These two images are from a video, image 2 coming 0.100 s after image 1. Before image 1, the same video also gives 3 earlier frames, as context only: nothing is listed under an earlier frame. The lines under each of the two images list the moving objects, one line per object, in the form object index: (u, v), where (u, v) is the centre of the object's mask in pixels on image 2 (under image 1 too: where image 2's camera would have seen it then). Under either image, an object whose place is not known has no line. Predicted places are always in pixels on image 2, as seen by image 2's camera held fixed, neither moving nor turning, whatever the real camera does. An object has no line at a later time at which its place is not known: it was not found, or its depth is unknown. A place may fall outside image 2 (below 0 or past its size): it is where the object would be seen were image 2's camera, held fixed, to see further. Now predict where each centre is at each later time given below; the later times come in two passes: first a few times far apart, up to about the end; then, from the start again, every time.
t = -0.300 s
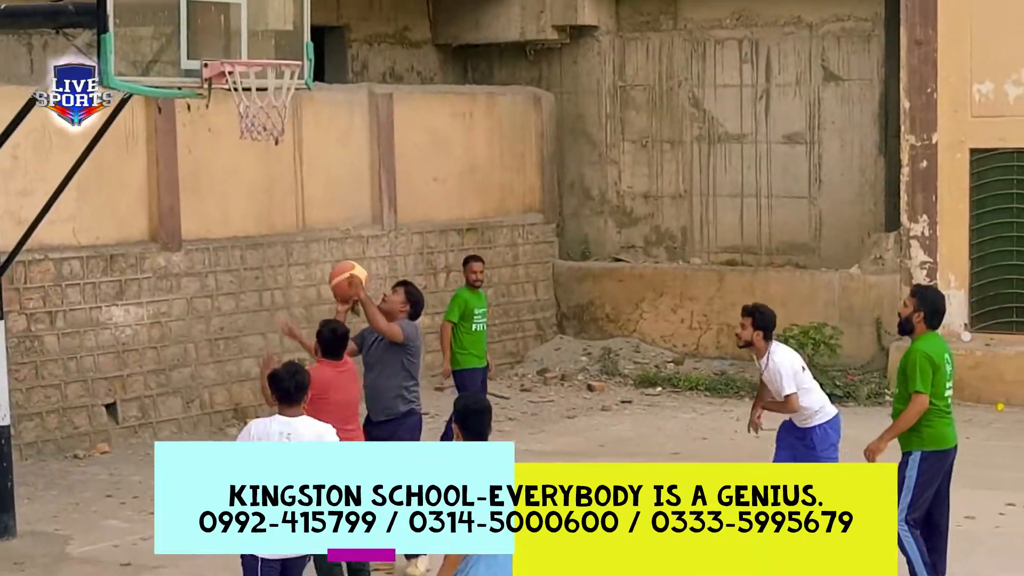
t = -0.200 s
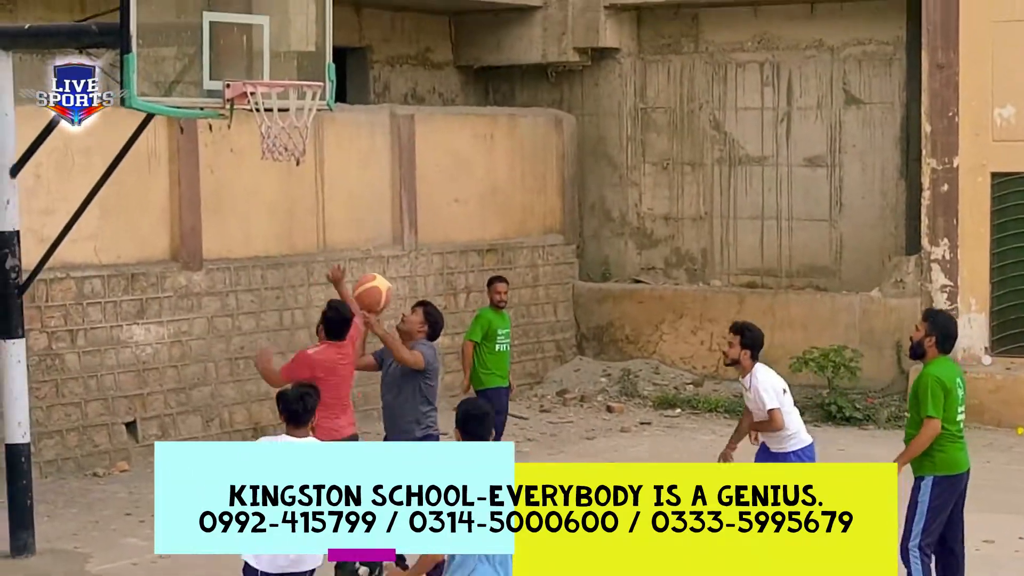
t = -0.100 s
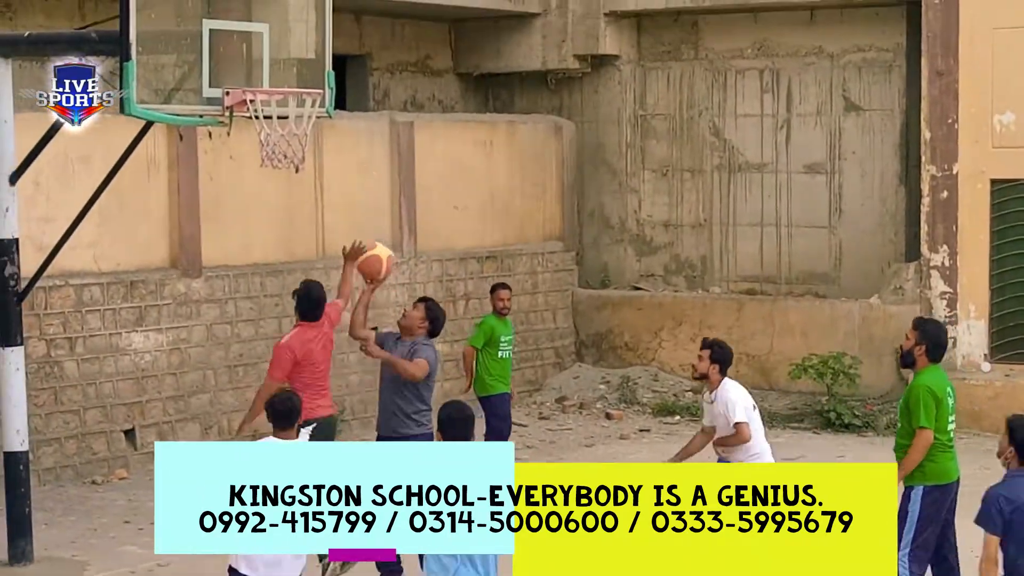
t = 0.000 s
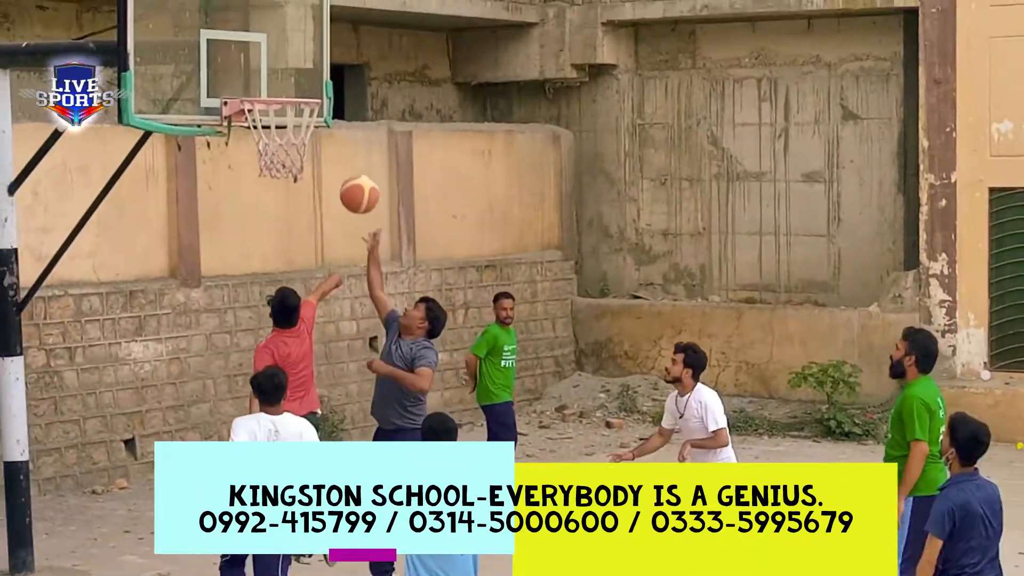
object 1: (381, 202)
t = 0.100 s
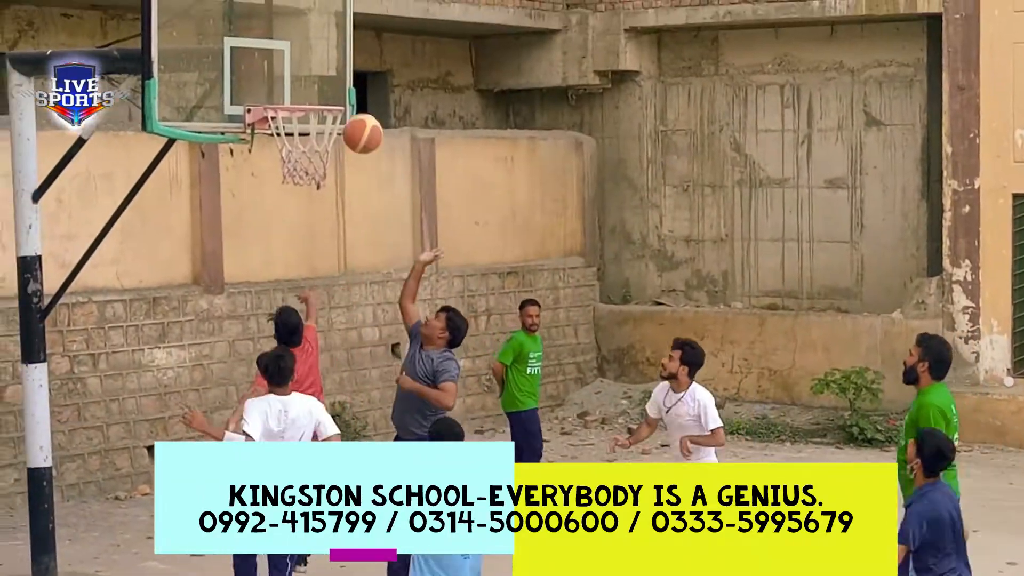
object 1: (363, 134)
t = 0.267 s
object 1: (329, 56)
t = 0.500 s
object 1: (286, 21)
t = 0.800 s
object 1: (275, 84)
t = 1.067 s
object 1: (344, 55)
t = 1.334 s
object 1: (414, 148)
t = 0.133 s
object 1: (358, 114)
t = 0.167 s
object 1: (351, 96)
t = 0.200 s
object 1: (344, 82)
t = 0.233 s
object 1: (336, 68)
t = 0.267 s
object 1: (329, 56)
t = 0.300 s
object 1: (323, 46)
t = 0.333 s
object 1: (317, 37)
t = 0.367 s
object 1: (310, 31)
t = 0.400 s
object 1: (303, 26)
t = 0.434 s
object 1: (297, 23)
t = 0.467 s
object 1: (291, 21)
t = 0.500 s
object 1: (286, 21)
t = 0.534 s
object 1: (280, 24)
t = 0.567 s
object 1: (275, 28)
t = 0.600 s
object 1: (274, 32)
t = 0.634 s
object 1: (274, 38)
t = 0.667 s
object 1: (272, 45)
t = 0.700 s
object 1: (272, 55)
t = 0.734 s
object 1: (271, 68)
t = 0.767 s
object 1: (271, 81)
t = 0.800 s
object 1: (275, 84)
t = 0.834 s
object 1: (283, 74)
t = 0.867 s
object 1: (292, 65)
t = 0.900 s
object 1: (300, 58)
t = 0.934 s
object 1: (309, 53)
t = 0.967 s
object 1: (317, 52)
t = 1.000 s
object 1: (326, 51)
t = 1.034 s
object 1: (335, 53)
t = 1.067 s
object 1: (344, 55)
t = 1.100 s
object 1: (353, 59)
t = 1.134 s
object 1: (361, 66)
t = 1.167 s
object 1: (370, 76)
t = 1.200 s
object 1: (379, 86)
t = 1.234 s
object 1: (387, 98)
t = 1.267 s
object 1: (396, 112)
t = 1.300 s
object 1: (405, 129)
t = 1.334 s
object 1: (414, 148)
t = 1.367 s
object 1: (423, 168)
